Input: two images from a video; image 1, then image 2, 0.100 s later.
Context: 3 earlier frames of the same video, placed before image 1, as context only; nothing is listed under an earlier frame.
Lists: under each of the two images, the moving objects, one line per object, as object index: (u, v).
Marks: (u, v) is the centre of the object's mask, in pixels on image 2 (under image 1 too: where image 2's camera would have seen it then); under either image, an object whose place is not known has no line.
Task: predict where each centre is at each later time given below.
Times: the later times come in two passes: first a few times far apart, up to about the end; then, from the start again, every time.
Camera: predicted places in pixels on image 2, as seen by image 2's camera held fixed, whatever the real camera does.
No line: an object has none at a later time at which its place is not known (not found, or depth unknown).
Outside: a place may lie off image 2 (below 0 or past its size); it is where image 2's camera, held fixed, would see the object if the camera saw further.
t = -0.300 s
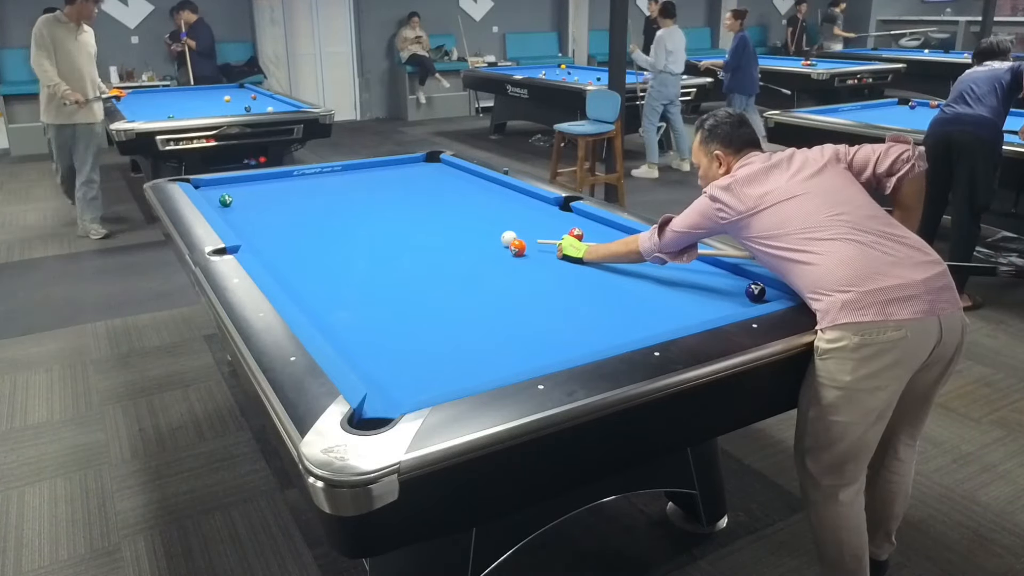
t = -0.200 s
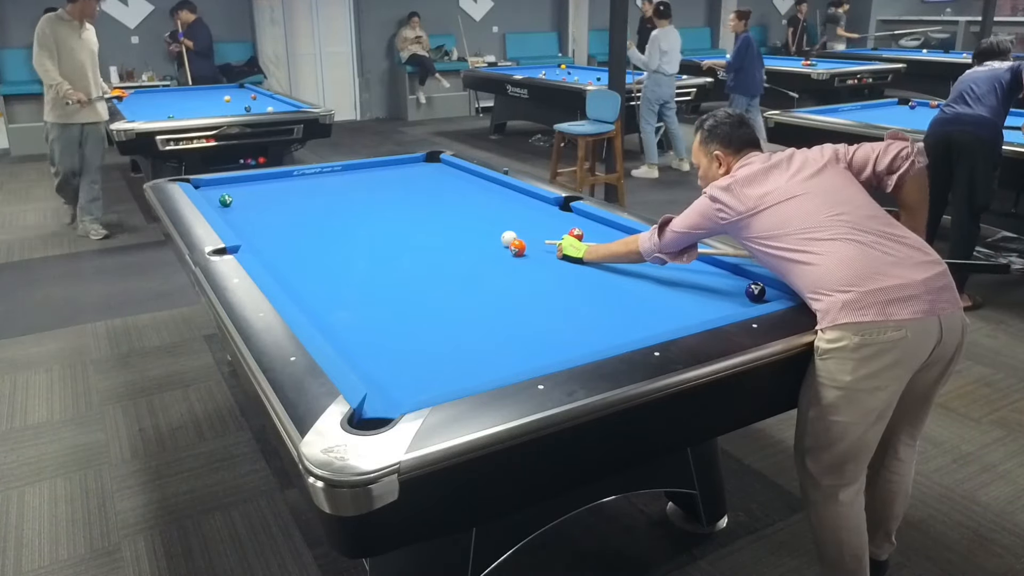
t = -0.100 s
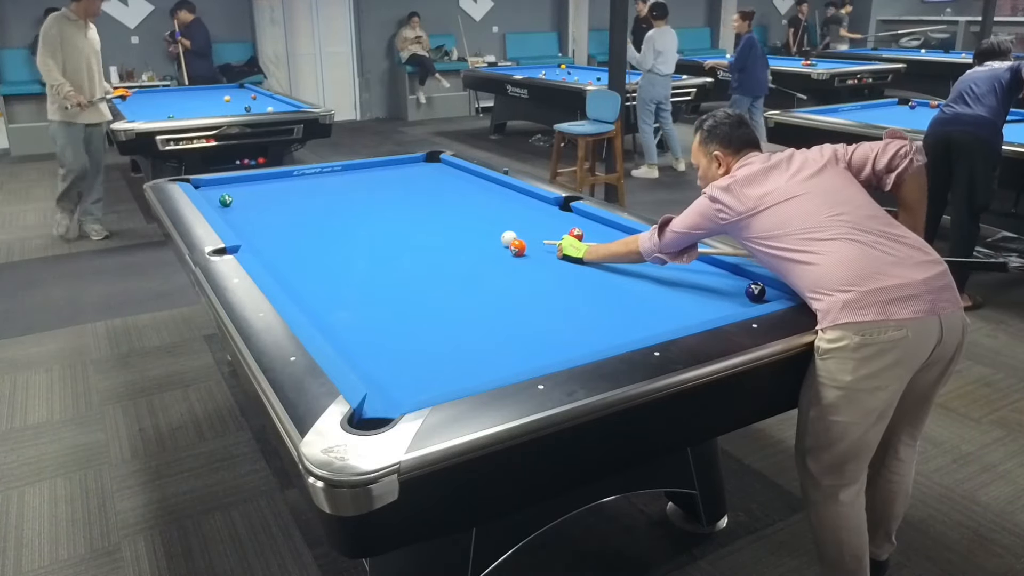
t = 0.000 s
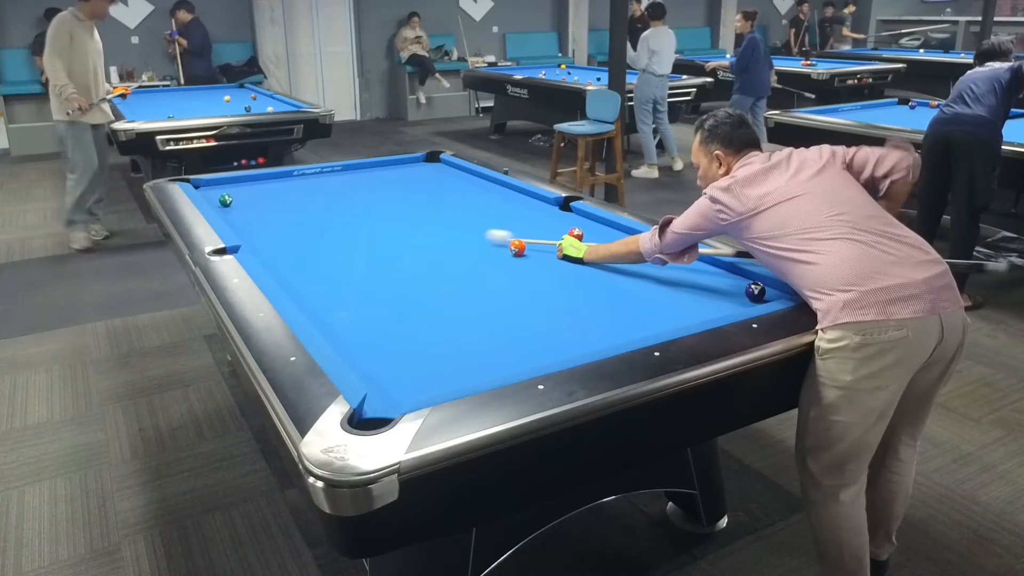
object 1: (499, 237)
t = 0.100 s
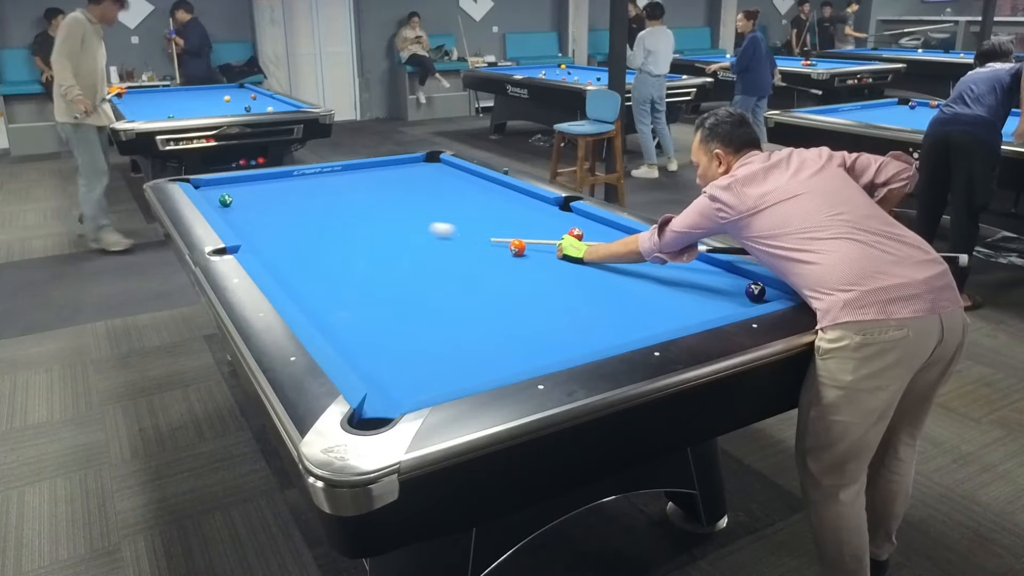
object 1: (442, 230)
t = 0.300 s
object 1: (359, 219)
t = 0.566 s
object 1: (272, 208)
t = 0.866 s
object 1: (220, 203)
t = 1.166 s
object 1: (247, 199)
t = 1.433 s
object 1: (268, 195)
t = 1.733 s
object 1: (289, 192)
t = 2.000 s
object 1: (307, 189)
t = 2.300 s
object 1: (324, 186)
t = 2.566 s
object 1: (338, 184)
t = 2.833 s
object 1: (350, 182)
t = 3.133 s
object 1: (362, 180)
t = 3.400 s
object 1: (371, 178)
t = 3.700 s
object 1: (380, 177)
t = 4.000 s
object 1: (388, 176)
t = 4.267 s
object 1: (393, 175)
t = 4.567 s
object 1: (398, 174)
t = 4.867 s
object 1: (401, 174)
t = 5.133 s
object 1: (402, 173)
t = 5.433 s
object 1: (402, 173)
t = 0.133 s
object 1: (426, 228)
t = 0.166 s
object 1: (410, 226)
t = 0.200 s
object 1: (396, 224)
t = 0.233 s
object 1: (383, 222)
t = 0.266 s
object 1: (370, 221)
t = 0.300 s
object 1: (359, 219)
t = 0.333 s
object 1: (347, 218)
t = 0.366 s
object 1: (336, 216)
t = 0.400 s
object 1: (325, 215)
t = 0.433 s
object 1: (314, 214)
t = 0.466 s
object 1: (303, 212)
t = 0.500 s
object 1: (292, 211)
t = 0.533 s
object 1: (282, 209)
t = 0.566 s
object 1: (272, 208)
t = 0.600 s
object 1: (262, 207)
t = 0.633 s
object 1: (252, 205)
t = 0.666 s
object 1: (243, 204)
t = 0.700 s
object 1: (233, 203)
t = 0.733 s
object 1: (225, 203)
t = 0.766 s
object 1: (219, 203)
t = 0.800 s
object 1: (214, 203)
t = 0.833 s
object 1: (217, 203)
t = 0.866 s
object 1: (220, 203)
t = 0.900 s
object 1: (223, 203)
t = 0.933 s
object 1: (226, 202)
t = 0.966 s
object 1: (229, 202)
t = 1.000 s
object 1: (232, 201)
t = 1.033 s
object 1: (235, 201)
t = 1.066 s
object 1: (238, 200)
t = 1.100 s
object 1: (241, 200)
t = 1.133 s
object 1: (244, 199)
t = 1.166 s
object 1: (247, 199)
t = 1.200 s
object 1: (249, 198)
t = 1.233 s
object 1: (252, 198)
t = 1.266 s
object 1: (255, 197)
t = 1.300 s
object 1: (258, 197)
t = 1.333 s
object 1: (260, 197)
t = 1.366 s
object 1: (263, 196)
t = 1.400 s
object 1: (265, 196)
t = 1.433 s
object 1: (268, 195)
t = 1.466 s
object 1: (271, 195)
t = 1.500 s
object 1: (273, 195)
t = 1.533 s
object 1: (275, 194)
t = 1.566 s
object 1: (278, 194)
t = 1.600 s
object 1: (280, 193)
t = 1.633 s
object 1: (283, 193)
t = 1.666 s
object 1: (285, 193)
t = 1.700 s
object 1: (287, 192)
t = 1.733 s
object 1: (289, 192)
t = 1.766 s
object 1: (292, 191)
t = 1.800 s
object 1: (294, 191)
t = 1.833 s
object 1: (296, 190)
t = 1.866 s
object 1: (298, 190)
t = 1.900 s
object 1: (300, 190)
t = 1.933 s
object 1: (302, 189)
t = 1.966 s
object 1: (305, 189)
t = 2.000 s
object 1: (307, 189)
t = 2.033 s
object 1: (309, 189)
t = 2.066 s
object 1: (311, 188)
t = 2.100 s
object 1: (313, 188)
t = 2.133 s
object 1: (315, 188)
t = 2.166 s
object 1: (316, 187)
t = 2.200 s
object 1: (318, 187)
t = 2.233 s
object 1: (320, 187)
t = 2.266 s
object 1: (322, 186)
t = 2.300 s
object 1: (324, 186)
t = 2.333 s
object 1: (326, 186)
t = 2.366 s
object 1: (328, 186)
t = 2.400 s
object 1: (329, 185)
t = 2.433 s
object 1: (331, 185)
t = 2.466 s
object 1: (333, 185)
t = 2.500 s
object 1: (334, 184)
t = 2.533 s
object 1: (336, 184)
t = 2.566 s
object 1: (338, 184)
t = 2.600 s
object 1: (339, 183)
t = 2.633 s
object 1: (341, 183)
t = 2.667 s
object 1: (343, 183)
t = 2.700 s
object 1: (344, 183)
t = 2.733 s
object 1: (345, 182)
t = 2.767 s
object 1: (347, 182)
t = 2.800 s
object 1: (348, 182)
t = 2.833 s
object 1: (350, 182)
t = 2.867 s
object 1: (351, 181)
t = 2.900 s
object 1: (353, 181)
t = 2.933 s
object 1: (354, 181)
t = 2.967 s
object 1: (356, 181)
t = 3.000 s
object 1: (357, 181)
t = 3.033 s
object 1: (358, 180)
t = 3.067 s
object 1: (359, 180)
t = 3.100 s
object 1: (361, 180)
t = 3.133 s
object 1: (362, 180)
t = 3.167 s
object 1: (363, 179)
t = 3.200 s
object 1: (365, 179)
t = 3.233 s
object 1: (366, 179)
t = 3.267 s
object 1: (367, 179)
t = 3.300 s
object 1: (368, 179)
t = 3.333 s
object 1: (369, 179)
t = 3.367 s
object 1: (370, 178)
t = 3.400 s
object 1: (371, 178)
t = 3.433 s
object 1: (372, 178)
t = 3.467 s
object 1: (373, 178)
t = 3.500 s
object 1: (375, 178)
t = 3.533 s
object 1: (376, 178)
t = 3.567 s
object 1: (377, 177)
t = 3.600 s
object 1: (378, 177)
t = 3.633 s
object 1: (378, 177)
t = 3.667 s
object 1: (379, 177)
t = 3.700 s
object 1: (380, 177)
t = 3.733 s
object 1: (381, 177)
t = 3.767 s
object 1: (382, 176)
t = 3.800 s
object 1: (383, 176)
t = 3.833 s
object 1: (384, 176)
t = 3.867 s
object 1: (385, 176)
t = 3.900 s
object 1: (385, 176)
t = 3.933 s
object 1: (386, 176)
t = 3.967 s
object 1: (387, 176)
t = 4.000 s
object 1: (388, 176)
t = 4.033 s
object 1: (389, 175)
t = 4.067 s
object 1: (389, 175)
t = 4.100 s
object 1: (390, 175)
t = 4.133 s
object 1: (391, 175)
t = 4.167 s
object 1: (391, 175)
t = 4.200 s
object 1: (392, 175)
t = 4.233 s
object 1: (393, 175)
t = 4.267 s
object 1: (393, 175)
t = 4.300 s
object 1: (394, 175)
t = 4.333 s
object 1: (394, 174)
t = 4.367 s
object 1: (395, 174)
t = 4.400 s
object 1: (395, 174)
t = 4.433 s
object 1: (396, 174)
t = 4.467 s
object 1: (396, 174)
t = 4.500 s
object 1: (397, 174)
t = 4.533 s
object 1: (397, 174)
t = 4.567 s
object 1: (398, 174)
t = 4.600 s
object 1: (398, 174)
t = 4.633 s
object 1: (398, 174)
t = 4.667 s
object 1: (399, 174)
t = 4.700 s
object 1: (399, 174)
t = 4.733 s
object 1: (400, 174)
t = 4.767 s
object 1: (400, 174)
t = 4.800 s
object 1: (400, 174)
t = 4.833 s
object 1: (401, 174)
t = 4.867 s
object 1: (401, 174)
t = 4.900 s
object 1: (401, 174)
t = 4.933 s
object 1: (401, 174)
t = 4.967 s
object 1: (402, 174)
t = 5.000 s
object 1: (402, 174)
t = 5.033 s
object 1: (402, 173)
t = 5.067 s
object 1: (402, 173)
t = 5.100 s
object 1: (402, 173)
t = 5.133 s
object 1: (402, 173)
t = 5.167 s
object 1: (402, 173)
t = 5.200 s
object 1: (402, 173)
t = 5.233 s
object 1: (402, 173)
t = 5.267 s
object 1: (402, 173)
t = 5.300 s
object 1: (402, 173)
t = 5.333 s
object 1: (402, 173)
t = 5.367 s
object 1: (402, 173)
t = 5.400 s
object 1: (402, 173)
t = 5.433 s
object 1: (402, 173)
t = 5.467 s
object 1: (402, 173)
